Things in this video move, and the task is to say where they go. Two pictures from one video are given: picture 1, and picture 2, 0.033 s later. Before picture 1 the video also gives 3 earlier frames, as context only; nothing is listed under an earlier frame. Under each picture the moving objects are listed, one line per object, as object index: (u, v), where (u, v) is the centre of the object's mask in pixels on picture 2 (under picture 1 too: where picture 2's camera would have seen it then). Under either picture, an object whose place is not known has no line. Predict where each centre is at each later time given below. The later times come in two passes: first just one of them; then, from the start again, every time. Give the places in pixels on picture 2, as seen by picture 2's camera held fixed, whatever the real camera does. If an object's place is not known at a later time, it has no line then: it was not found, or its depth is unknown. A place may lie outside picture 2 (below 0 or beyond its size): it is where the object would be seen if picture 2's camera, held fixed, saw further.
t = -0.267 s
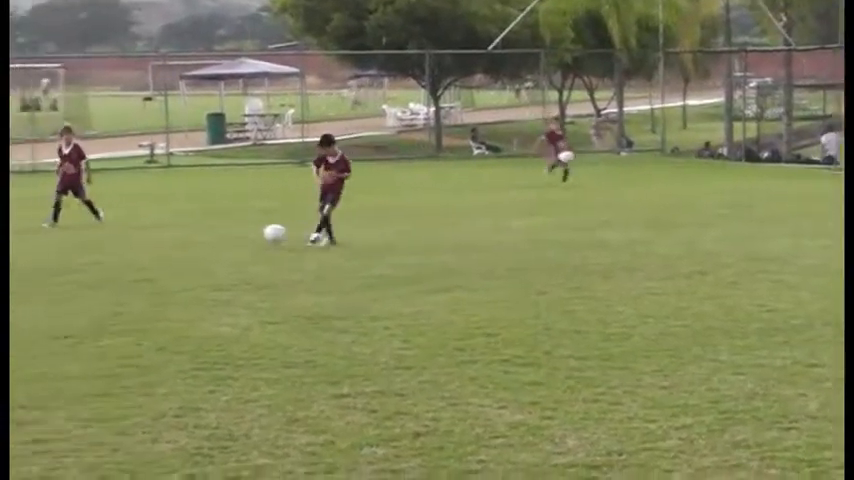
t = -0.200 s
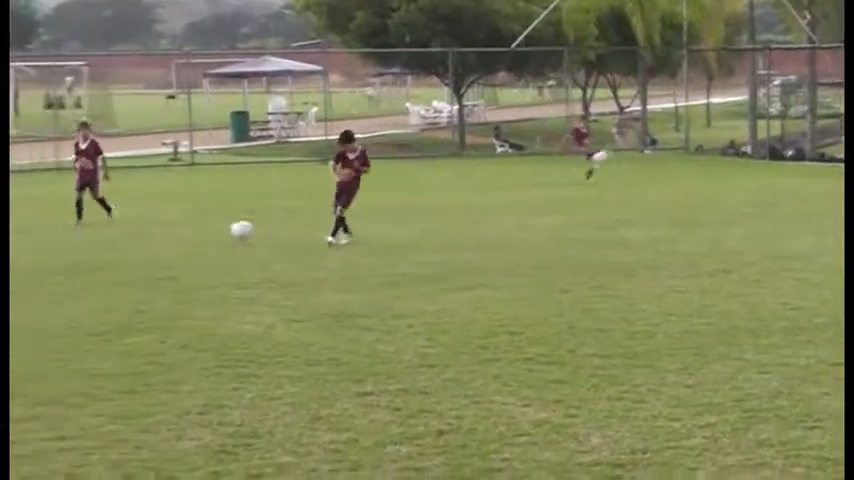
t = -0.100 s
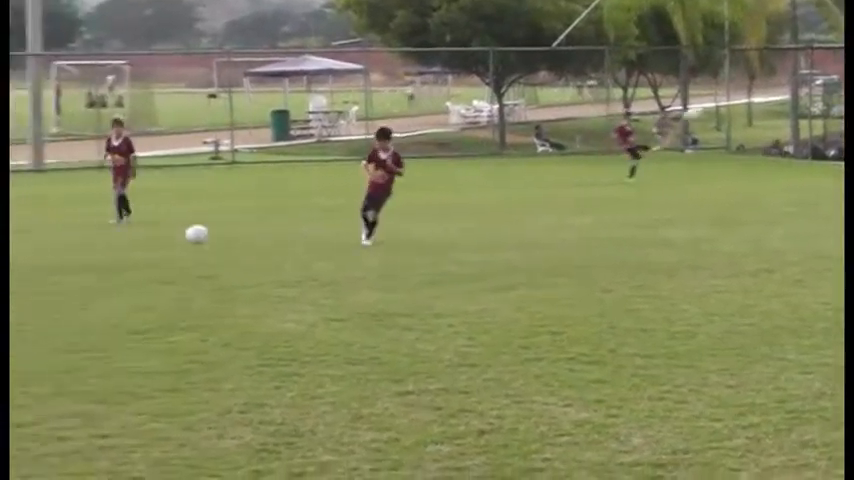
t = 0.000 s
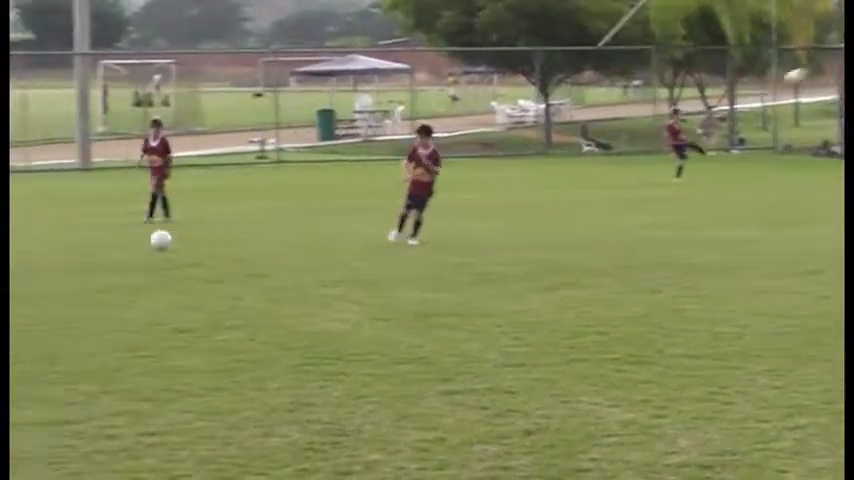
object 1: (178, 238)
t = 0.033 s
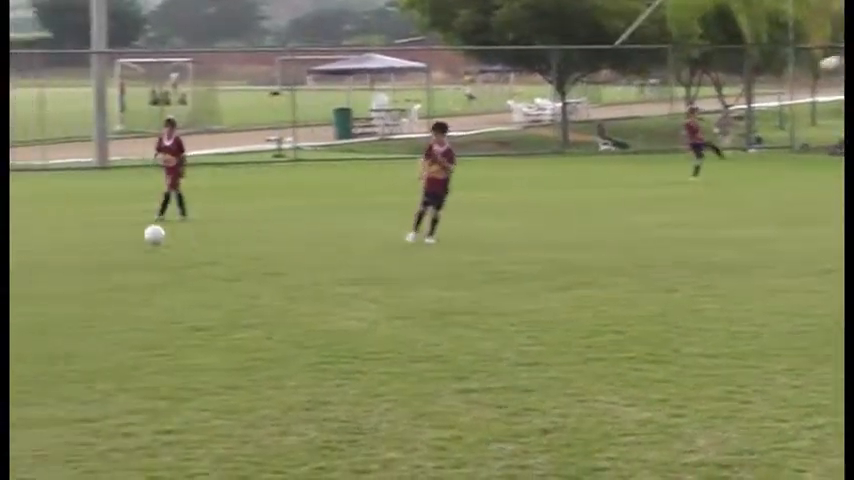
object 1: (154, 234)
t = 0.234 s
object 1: (12, 237)
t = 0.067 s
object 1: (131, 233)
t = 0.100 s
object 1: (107, 231)
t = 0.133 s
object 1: (84, 231)
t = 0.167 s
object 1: (60, 232)
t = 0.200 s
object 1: (36, 234)
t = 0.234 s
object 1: (12, 237)
